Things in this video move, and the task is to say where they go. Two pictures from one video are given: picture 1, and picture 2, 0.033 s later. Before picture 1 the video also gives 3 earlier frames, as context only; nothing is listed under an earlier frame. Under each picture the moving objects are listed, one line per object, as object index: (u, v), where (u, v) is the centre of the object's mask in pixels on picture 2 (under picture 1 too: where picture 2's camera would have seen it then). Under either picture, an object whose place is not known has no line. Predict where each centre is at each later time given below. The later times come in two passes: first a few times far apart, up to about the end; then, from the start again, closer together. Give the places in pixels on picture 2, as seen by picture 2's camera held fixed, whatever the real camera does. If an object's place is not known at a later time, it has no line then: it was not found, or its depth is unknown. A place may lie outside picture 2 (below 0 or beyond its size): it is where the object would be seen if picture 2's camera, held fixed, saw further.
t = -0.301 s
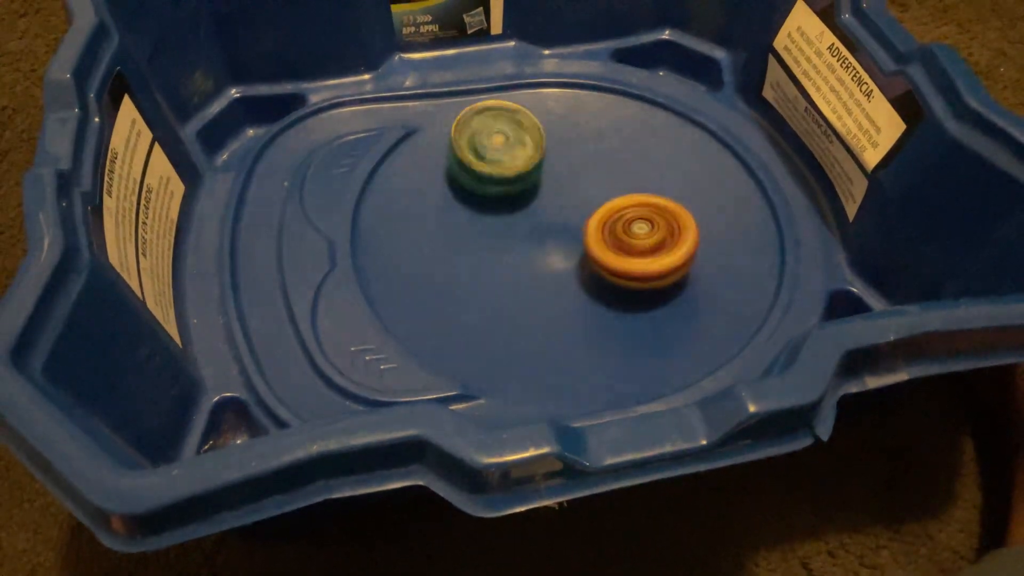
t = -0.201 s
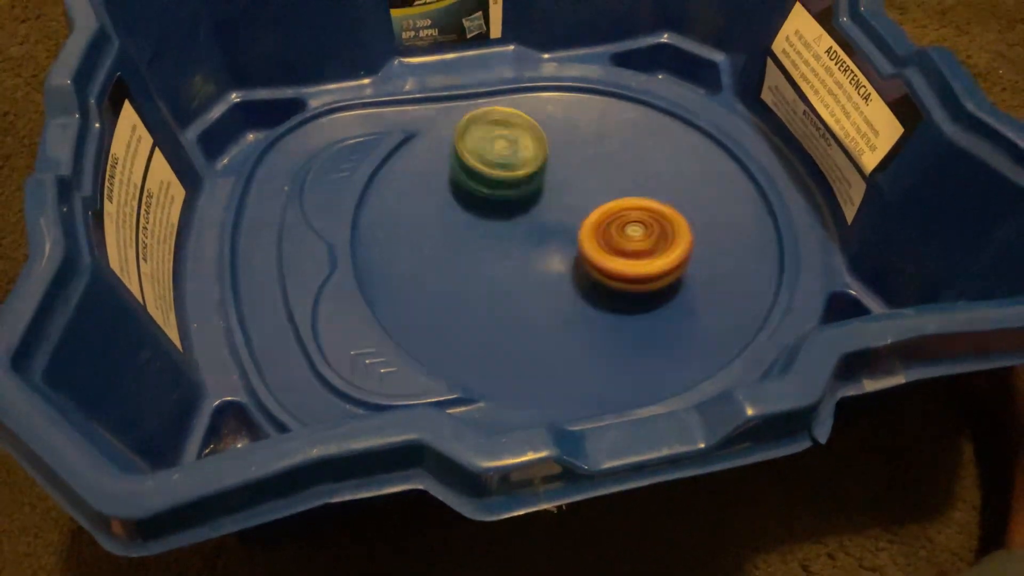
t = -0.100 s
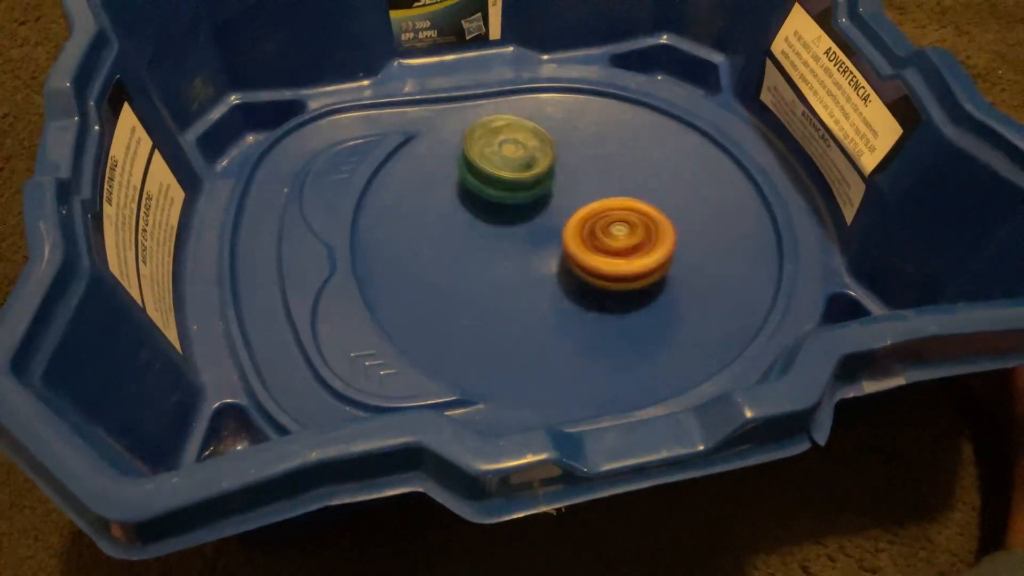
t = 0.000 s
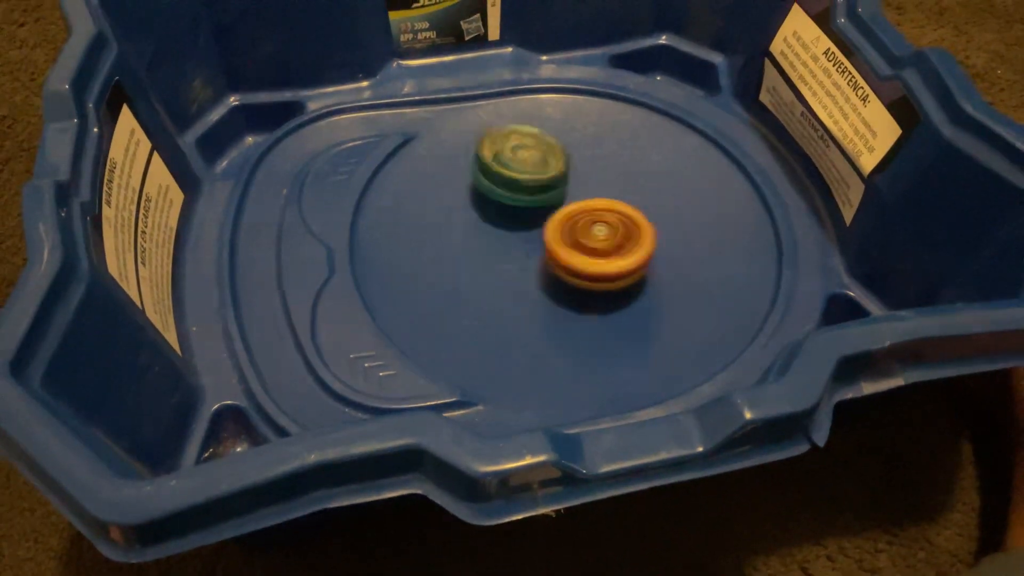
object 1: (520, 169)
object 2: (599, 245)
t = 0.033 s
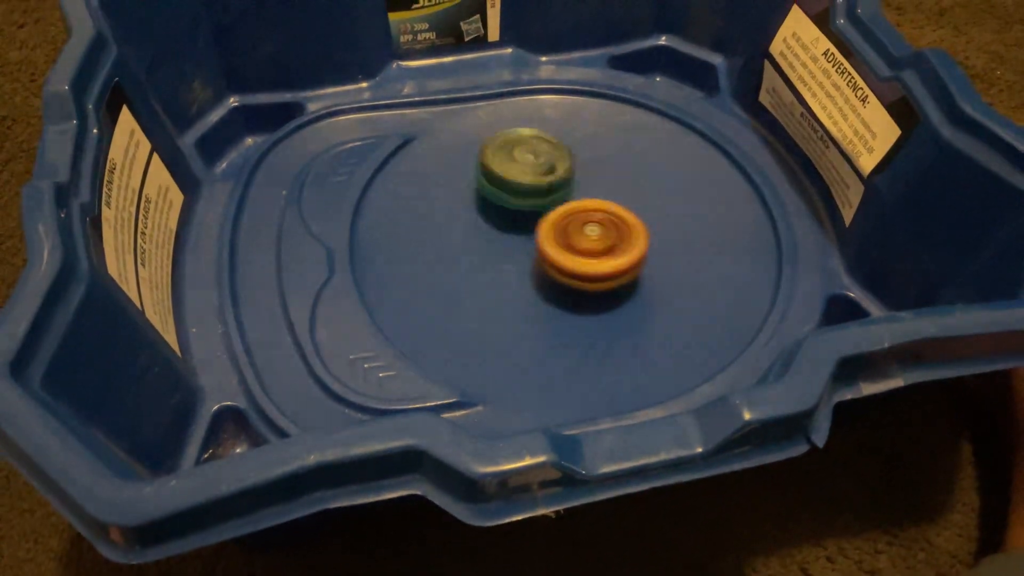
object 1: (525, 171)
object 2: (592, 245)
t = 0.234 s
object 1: (566, 163)
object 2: (560, 261)
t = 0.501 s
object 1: (605, 149)
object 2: (520, 276)
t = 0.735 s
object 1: (611, 157)
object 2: (502, 266)
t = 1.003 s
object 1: (609, 193)
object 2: (510, 231)
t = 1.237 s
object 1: (651, 217)
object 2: (501, 205)
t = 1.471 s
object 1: (668, 231)
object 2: (514, 186)
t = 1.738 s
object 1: (640, 244)
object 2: (546, 180)
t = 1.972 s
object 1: (620, 305)
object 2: (548, 156)
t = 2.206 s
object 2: (540, 156)
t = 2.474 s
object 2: (545, 185)
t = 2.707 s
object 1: (500, 278)
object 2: (572, 208)
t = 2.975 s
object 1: (388, 245)
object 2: (617, 207)
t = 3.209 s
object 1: (386, 226)
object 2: (611, 198)
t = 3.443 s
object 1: (449, 204)
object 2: (588, 199)
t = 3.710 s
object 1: (483, 151)
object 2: (594, 207)
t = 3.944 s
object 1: (502, 133)
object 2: (595, 221)
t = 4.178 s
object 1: (531, 140)
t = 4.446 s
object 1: (589, 166)
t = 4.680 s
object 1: (638, 178)
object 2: (577, 251)
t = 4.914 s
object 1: (651, 187)
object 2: (555, 249)
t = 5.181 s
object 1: (635, 214)
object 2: (523, 235)
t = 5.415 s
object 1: (633, 242)
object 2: (507, 225)
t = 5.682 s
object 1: (637, 258)
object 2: (502, 207)
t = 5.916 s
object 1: (616, 257)
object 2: (524, 199)
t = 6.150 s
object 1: (606, 286)
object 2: (541, 182)
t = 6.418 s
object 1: (584, 295)
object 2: (565, 184)
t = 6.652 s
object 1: (553, 288)
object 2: (576, 196)
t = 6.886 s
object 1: (504, 281)
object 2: (595, 217)
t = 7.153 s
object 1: (479, 271)
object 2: (600, 221)
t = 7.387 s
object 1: (479, 251)
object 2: (597, 222)
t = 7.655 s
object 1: (485, 211)
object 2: (601, 220)
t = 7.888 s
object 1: (485, 182)
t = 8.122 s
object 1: (491, 171)
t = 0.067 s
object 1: (531, 171)
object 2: (586, 244)
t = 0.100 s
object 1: (538, 171)
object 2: (582, 247)
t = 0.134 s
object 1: (543, 170)
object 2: (577, 249)
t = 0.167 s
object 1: (546, 172)
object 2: (571, 250)
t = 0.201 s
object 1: (559, 168)
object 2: (564, 255)
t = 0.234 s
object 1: (566, 163)
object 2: (560, 261)
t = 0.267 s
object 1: (573, 161)
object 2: (554, 264)
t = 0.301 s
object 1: (579, 159)
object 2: (549, 267)
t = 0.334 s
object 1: (585, 157)
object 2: (543, 270)
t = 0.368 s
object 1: (592, 155)
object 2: (538, 272)
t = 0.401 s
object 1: (595, 153)
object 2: (533, 274)
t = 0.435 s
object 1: (598, 151)
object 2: (529, 275)
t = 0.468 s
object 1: (602, 151)
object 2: (525, 275)
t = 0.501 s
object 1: (605, 149)
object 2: (520, 276)
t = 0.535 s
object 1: (606, 149)
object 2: (516, 276)
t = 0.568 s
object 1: (608, 150)
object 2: (513, 276)
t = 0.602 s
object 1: (610, 149)
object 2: (510, 274)
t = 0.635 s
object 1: (610, 150)
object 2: (506, 272)
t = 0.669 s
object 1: (610, 152)
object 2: (504, 270)
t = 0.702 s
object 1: (611, 155)
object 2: (502, 268)
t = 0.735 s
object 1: (611, 157)
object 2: (502, 266)
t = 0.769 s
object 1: (610, 160)
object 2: (502, 261)
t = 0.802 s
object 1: (609, 165)
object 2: (502, 258)
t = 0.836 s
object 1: (610, 169)
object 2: (502, 254)
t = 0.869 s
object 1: (610, 172)
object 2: (503, 250)
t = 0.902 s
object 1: (608, 177)
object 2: (504, 246)
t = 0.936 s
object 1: (609, 183)
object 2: (506, 241)
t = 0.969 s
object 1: (608, 189)
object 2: (508, 236)
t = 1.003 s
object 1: (609, 193)
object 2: (510, 231)
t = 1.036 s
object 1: (611, 198)
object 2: (511, 227)
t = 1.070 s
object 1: (622, 200)
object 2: (506, 222)
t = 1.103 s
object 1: (630, 202)
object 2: (505, 219)
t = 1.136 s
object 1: (637, 207)
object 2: (502, 216)
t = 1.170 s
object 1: (640, 211)
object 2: (502, 212)
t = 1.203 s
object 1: (645, 215)
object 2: (502, 208)
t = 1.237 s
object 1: (651, 217)
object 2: (501, 205)
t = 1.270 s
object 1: (655, 220)
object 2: (502, 201)
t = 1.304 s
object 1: (658, 222)
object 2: (502, 199)
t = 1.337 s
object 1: (662, 225)
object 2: (504, 196)
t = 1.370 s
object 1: (665, 226)
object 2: (506, 193)
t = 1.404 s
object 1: (666, 228)
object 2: (508, 190)
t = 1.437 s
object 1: (667, 230)
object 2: (511, 188)
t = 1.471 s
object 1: (668, 231)
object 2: (514, 186)
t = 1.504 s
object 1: (667, 233)
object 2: (517, 184)
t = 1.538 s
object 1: (666, 233)
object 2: (521, 182)
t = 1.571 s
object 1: (662, 235)
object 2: (524, 181)
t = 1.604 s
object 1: (660, 236)
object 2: (528, 180)
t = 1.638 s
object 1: (656, 237)
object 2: (533, 180)
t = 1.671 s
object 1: (650, 239)
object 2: (537, 179)
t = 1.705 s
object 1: (644, 243)
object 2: (541, 180)
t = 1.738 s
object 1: (640, 244)
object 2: (546, 180)
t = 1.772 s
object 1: (635, 244)
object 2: (551, 179)
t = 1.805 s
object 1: (627, 246)
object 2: (554, 179)
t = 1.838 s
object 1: (631, 263)
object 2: (553, 172)
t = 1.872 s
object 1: (634, 279)
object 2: (552, 165)
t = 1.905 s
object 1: (633, 291)
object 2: (550, 162)
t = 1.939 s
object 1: (628, 297)
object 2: (549, 159)
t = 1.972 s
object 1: (620, 305)
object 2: (548, 156)
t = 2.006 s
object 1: (615, 313)
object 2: (546, 154)
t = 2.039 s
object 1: (609, 319)
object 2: (545, 152)
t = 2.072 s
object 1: (603, 323)
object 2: (544, 152)
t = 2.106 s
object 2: (542, 151)
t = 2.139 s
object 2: (541, 152)
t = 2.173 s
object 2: (541, 153)
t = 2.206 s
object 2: (540, 156)
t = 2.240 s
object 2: (540, 159)
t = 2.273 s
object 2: (540, 162)
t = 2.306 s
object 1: (572, 333)
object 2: (540, 165)
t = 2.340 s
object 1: (567, 333)
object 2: (541, 169)
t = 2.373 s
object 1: (564, 331)
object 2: (542, 173)
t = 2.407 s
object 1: (559, 329)
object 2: (543, 177)
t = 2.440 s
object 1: (553, 324)
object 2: (544, 182)
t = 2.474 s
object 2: (545, 185)
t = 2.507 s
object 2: (546, 190)
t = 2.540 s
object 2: (547, 195)
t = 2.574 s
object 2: (549, 198)
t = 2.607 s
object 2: (553, 200)
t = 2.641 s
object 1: (515, 293)
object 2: (560, 201)
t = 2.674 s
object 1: (507, 286)
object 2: (567, 204)
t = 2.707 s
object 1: (500, 278)
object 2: (572, 208)
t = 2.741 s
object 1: (482, 274)
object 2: (582, 211)
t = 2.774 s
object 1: (459, 273)
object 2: (599, 211)
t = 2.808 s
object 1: (441, 269)
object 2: (605, 211)
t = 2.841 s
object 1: (429, 267)
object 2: (608, 211)
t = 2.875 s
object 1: (418, 260)
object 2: (611, 210)
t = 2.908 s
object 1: (405, 254)
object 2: (613, 209)
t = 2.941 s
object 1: (395, 249)
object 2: (615, 208)
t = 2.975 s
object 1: (388, 245)
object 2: (617, 207)
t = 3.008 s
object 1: (385, 242)
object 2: (618, 205)
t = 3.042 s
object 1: (382, 239)
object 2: (619, 204)
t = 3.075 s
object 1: (381, 237)
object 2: (619, 202)
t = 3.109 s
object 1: (380, 235)
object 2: (618, 201)
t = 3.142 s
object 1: (379, 232)
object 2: (616, 200)
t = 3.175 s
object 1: (383, 229)
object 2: (614, 199)
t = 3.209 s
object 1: (386, 226)
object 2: (611, 198)
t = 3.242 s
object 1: (389, 223)
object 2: (608, 199)
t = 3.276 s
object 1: (393, 222)
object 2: (605, 198)
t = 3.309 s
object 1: (402, 220)
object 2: (602, 198)
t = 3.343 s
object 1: (412, 216)
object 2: (599, 199)
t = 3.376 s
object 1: (422, 212)
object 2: (596, 199)
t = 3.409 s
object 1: (434, 209)
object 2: (592, 199)
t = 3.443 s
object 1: (449, 204)
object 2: (588, 199)
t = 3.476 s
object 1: (465, 198)
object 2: (584, 199)
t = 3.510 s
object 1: (475, 193)
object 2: (582, 200)
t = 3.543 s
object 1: (469, 182)
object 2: (591, 202)
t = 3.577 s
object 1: (468, 176)
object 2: (593, 204)
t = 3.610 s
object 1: (471, 168)
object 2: (593, 204)
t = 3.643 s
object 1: (476, 162)
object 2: (594, 205)
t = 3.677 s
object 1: (480, 157)
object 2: (594, 206)
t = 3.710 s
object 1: (483, 151)
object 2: (594, 207)
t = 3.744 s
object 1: (486, 148)
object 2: (595, 207)
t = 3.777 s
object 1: (488, 144)
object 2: (594, 209)
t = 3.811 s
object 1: (490, 141)
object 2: (594, 210)
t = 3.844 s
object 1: (493, 139)
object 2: (593, 212)
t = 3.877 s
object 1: (496, 136)
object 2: (594, 214)
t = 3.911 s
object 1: (498, 134)
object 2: (594, 217)
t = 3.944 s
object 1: (502, 133)
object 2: (595, 221)
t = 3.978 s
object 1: (506, 133)
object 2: (594, 224)
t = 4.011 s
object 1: (509, 133)
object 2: (594, 228)
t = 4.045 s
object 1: (512, 134)
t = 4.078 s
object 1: (516, 135)
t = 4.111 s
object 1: (522, 135)
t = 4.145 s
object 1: (527, 138)
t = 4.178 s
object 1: (531, 140)
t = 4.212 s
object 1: (537, 142)
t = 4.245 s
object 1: (544, 147)
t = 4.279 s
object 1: (552, 150)
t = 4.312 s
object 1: (558, 152)
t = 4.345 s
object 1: (566, 157)
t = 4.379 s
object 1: (574, 159)
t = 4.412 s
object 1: (582, 162)
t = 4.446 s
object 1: (589, 166)
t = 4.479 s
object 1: (598, 168)
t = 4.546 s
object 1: (614, 172)
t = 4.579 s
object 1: (623, 173)
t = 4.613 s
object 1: (628, 175)
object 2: (580, 250)
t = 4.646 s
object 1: (633, 176)
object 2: (578, 251)
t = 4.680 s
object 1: (638, 178)
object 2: (577, 251)
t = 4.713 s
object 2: (574, 252)
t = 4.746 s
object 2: (572, 251)
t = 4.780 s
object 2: (569, 251)
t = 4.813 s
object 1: (649, 183)
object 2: (566, 251)
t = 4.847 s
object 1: (652, 184)
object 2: (563, 250)
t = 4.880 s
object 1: (652, 185)
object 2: (559, 250)
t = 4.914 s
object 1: (651, 187)
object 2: (555, 249)
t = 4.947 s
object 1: (651, 190)
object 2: (550, 247)
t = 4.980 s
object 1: (649, 193)
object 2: (546, 246)
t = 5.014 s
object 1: (650, 194)
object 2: (541, 244)
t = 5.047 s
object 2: (536, 243)
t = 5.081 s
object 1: (642, 203)
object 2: (532, 240)
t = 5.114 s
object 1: (640, 207)
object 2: (528, 239)
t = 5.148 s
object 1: (639, 210)
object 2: (525, 236)
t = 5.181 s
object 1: (635, 214)
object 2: (523, 235)
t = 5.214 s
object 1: (632, 215)
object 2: (521, 234)
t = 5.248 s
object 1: (630, 220)
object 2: (520, 233)
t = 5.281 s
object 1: (630, 225)
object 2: (518, 232)
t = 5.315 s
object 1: (629, 229)
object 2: (516, 230)
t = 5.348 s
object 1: (627, 234)
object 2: (512, 228)
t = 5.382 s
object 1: (630, 239)
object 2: (508, 226)
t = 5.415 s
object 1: (633, 242)
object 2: (507, 225)
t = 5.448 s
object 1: (633, 244)
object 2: (504, 223)
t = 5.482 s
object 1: (632, 246)
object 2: (501, 220)
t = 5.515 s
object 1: (634, 251)
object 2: (500, 218)
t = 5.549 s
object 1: (637, 253)
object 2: (499, 216)
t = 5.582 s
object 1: (639, 253)
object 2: (498, 214)
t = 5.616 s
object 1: (638, 254)
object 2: (500, 211)
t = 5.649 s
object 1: (637, 257)
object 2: (501, 210)
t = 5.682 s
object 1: (637, 258)
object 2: (502, 207)
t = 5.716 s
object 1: (636, 258)
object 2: (504, 205)
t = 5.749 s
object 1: (633, 257)
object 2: (507, 204)
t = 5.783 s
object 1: (629, 258)
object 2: (509, 203)
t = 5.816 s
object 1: (625, 260)
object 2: (512, 201)
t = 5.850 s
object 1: (624, 259)
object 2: (518, 200)
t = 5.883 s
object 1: (622, 258)
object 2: (521, 200)
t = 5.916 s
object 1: (616, 257)
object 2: (524, 199)
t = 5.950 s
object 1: (611, 258)
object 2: (528, 198)
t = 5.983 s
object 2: (530, 194)
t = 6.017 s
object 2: (534, 191)
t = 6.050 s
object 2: (535, 188)
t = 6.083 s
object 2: (535, 186)
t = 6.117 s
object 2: (538, 183)
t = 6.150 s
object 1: (606, 286)
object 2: (541, 182)
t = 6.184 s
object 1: (607, 289)
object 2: (544, 181)
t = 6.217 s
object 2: (546, 180)
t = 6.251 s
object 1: (600, 291)
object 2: (549, 179)
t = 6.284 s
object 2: (553, 180)
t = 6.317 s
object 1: (595, 295)
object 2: (555, 180)
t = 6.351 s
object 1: (592, 296)
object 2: (558, 181)
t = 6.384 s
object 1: (589, 296)
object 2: (561, 182)
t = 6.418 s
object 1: (584, 295)
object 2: (565, 184)
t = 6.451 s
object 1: (579, 295)
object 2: (566, 186)
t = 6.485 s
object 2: (568, 187)
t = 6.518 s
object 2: (571, 190)
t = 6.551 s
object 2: (573, 192)
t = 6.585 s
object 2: (573, 193)
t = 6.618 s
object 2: (573, 195)
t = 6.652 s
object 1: (553, 288)
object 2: (576, 196)
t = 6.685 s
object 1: (546, 285)
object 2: (579, 199)
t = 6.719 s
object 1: (538, 285)
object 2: (584, 202)
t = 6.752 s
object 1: (530, 285)
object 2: (589, 206)
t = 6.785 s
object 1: (524, 284)
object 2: (590, 209)
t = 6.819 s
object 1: (518, 282)
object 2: (591, 211)
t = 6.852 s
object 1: (511, 281)
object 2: (594, 214)
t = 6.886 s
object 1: (504, 281)
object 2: (595, 217)
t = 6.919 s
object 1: (501, 281)
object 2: (596, 219)
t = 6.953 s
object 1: (497, 280)
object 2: (597, 219)
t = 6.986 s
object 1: (492, 277)
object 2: (598, 220)
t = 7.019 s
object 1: (489, 277)
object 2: (600, 221)
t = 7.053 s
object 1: (486, 276)
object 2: (600, 221)
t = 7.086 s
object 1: (483, 275)
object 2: (600, 220)
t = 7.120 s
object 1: (481, 273)
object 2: (601, 221)
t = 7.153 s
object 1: (479, 271)
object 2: (600, 221)
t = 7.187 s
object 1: (478, 269)
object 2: (599, 221)
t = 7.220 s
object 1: (478, 267)
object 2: (600, 221)
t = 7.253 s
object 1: (478, 265)
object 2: (599, 220)
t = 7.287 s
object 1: (478, 261)
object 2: (598, 220)
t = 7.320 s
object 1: (478, 258)
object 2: (599, 220)
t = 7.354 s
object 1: (479, 255)
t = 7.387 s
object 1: (479, 251)
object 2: (597, 222)
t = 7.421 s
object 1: (480, 248)
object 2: (598, 222)
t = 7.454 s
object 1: (480, 244)
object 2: (599, 223)
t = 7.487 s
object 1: (480, 239)
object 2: (597, 223)
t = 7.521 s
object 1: (481, 232)
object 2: (598, 222)
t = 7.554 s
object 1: (483, 227)
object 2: (600, 222)
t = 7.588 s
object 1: (481, 223)
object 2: (599, 223)
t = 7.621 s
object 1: (481, 217)
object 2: (599, 221)
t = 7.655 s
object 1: (485, 211)
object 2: (601, 220)
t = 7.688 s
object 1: (486, 205)
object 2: (602, 220)
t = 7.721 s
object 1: (484, 199)
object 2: (601, 219)
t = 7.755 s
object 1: (485, 194)
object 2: (602, 217)
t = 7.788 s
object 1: (487, 191)
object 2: (602, 216)
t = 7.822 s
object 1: (486, 186)
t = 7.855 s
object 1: (484, 184)
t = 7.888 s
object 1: (485, 182)
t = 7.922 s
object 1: (486, 179)
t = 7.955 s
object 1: (486, 176)
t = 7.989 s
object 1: (486, 174)
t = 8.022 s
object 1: (487, 173)
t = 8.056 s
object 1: (488, 172)
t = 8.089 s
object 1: (490, 173)
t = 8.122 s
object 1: (491, 171)
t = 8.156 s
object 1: (487, 170)
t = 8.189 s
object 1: (487, 174)
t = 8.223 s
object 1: (489, 175)
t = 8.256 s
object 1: (490, 172)
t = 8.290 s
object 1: (488, 171)
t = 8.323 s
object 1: (487, 174)
